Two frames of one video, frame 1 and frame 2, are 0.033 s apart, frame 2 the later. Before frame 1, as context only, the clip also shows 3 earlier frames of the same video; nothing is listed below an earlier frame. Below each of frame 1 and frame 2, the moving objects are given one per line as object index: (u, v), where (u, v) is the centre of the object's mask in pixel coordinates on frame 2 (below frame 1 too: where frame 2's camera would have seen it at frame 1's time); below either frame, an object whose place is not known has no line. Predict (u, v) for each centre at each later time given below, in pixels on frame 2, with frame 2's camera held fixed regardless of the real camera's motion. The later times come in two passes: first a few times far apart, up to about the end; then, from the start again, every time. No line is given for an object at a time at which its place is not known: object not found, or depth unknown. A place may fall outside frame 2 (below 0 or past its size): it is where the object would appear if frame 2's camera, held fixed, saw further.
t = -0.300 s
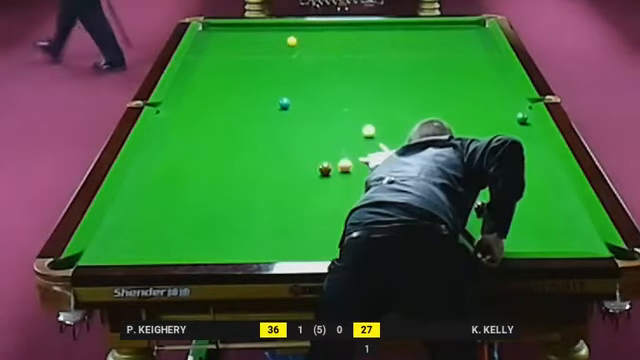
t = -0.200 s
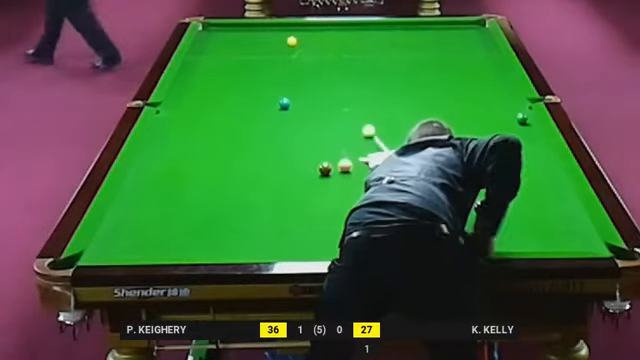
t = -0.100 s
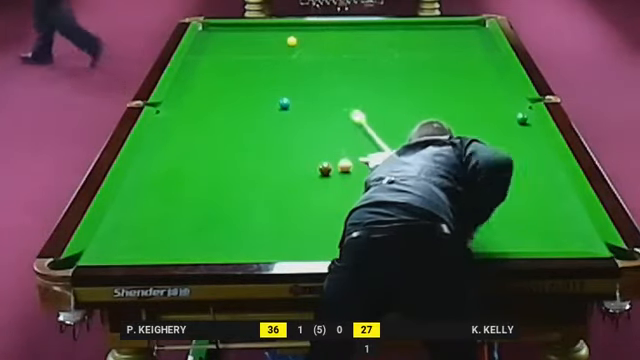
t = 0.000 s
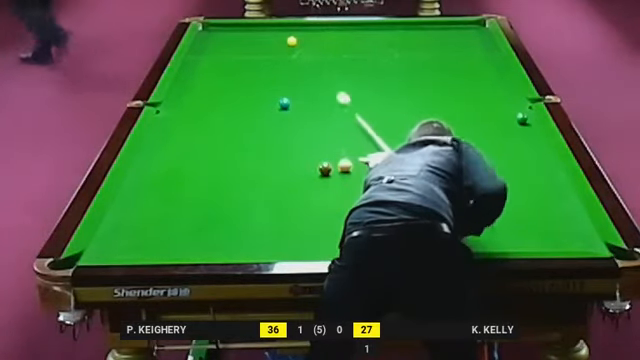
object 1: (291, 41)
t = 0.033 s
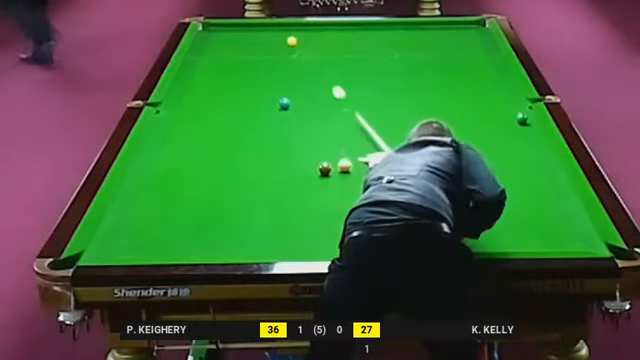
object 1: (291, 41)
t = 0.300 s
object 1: (291, 41)
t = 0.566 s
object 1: (268, 37)
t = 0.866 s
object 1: (222, 28)
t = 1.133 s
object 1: (203, 24)
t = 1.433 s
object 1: (205, 24)
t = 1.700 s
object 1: (206, 26)
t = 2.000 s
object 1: (207, 26)
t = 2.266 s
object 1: (210, 26)
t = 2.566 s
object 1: (211, 26)
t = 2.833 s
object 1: (211, 26)
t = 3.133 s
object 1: (211, 26)
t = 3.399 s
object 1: (211, 26)
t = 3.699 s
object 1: (211, 26)
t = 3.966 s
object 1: (211, 26)
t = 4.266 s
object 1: (211, 26)
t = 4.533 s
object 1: (211, 26)
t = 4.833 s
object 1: (211, 26)
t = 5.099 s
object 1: (211, 26)
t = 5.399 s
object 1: (211, 26)
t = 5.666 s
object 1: (211, 26)
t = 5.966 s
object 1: (212, 26)
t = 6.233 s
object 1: (211, 26)
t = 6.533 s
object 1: (211, 27)
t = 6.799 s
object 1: (211, 27)
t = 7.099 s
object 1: (211, 26)
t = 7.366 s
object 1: (211, 26)
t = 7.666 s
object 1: (211, 26)
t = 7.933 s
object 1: (211, 26)
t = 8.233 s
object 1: (211, 26)
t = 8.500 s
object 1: (211, 26)
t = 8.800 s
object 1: (211, 26)
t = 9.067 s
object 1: (211, 26)
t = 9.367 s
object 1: (211, 26)
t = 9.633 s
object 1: (211, 26)
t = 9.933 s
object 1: (211, 26)
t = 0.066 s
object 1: (291, 41)
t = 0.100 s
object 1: (291, 41)
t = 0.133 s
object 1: (291, 41)
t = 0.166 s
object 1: (291, 41)
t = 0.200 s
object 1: (291, 41)
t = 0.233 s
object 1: (291, 41)
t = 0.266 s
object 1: (291, 41)
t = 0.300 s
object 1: (291, 41)
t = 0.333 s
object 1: (291, 41)
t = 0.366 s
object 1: (291, 41)
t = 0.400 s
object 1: (291, 41)
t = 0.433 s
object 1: (290, 41)
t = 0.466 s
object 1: (289, 40)
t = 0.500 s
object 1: (281, 39)
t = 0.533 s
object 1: (274, 38)
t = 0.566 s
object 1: (268, 37)
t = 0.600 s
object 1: (262, 35)
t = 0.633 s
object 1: (256, 34)
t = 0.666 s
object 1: (251, 34)
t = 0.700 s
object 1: (246, 33)
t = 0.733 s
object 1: (241, 32)
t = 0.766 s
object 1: (237, 31)
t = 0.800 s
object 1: (232, 30)
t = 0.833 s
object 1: (227, 29)
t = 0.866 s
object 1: (222, 28)
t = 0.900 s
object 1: (217, 28)
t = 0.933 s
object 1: (213, 27)
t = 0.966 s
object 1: (208, 26)
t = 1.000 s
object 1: (204, 25)
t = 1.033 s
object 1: (205, 24)
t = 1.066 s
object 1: (207, 23)
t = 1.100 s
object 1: (205, 23)
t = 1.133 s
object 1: (203, 24)
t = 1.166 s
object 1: (203, 24)
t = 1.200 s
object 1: (204, 24)
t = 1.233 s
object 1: (206, 23)
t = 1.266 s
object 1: (207, 23)
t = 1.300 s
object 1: (207, 23)
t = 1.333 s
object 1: (206, 24)
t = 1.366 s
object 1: (206, 24)
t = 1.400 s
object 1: (206, 24)
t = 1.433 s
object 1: (205, 24)
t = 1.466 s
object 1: (205, 24)
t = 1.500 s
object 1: (205, 24)
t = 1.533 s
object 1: (204, 25)
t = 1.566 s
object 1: (204, 25)
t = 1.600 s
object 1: (204, 25)
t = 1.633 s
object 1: (204, 25)
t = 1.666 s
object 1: (205, 25)
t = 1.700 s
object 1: (206, 26)
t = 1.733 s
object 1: (206, 26)
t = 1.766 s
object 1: (206, 26)
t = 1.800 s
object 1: (206, 26)
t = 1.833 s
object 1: (207, 26)
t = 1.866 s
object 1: (207, 26)
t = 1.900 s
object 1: (207, 26)
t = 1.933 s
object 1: (207, 26)
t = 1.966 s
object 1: (207, 26)
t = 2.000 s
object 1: (207, 26)
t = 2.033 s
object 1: (208, 26)
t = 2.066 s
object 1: (208, 26)
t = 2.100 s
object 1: (209, 26)
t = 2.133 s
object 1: (209, 26)
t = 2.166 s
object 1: (209, 26)
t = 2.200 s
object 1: (210, 26)
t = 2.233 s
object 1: (210, 26)
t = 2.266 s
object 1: (210, 26)
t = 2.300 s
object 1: (210, 26)
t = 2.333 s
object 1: (210, 26)
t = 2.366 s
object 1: (210, 26)
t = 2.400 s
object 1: (210, 26)
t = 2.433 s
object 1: (210, 26)
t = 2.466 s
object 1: (211, 26)
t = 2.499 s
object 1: (211, 26)
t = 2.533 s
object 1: (211, 26)
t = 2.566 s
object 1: (211, 26)
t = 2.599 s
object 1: (211, 26)
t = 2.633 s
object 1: (211, 26)
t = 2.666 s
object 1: (211, 26)
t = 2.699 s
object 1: (211, 26)
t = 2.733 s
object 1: (211, 26)
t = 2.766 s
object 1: (211, 26)
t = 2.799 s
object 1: (211, 26)
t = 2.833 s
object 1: (211, 26)
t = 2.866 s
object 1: (211, 26)
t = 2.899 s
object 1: (211, 26)
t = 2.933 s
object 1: (211, 26)
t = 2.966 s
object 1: (211, 26)
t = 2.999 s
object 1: (211, 26)
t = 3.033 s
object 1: (211, 26)
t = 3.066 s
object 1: (211, 26)
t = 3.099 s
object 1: (211, 26)
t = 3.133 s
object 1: (211, 26)
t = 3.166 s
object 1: (211, 26)
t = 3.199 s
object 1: (211, 26)
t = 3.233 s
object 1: (211, 26)
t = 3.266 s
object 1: (211, 26)
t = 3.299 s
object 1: (211, 26)
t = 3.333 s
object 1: (211, 26)
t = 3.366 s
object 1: (211, 26)
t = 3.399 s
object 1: (211, 26)
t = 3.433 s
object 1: (211, 26)
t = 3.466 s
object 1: (211, 26)
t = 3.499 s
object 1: (211, 26)
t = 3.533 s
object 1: (211, 26)
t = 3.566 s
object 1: (211, 26)
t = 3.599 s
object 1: (211, 26)
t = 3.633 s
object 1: (211, 26)
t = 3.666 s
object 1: (211, 26)
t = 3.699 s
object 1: (211, 26)
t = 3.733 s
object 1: (211, 26)
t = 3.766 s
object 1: (211, 26)
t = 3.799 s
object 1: (211, 26)
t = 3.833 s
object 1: (211, 26)
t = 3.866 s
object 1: (211, 26)
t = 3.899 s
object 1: (211, 26)
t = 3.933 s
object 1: (211, 26)
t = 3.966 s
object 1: (211, 26)
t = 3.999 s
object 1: (211, 26)
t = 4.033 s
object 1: (211, 26)
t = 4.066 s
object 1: (211, 26)
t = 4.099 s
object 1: (211, 26)
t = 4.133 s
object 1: (211, 26)
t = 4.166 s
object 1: (211, 26)
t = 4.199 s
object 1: (211, 26)
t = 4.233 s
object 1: (211, 26)
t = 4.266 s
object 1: (211, 26)
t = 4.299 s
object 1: (211, 26)
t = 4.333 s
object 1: (211, 26)
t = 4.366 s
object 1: (211, 26)
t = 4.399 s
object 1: (211, 26)
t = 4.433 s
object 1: (211, 26)
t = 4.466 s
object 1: (211, 26)
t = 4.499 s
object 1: (211, 26)
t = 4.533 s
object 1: (211, 26)
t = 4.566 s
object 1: (211, 26)
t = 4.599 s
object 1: (211, 26)
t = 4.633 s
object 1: (211, 26)
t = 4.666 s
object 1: (211, 26)
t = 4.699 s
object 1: (211, 26)
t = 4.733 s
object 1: (211, 26)
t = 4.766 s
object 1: (211, 26)
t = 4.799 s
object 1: (211, 26)
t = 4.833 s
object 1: (211, 26)
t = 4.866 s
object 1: (211, 26)
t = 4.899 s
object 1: (211, 26)
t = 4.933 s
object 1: (211, 26)
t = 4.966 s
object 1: (211, 26)
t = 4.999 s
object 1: (211, 26)
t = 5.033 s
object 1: (211, 26)
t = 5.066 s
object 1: (211, 26)
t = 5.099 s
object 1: (211, 26)
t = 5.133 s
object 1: (211, 26)
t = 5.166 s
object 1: (211, 26)
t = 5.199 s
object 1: (211, 26)
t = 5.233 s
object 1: (211, 26)
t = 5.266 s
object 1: (211, 26)
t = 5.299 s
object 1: (211, 26)
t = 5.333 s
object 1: (211, 26)
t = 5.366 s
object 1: (211, 26)
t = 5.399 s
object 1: (211, 26)
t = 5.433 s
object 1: (211, 26)
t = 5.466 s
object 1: (211, 26)
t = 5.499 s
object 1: (211, 26)
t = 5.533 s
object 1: (211, 26)
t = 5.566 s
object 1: (211, 26)
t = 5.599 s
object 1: (211, 26)
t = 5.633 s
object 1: (211, 26)
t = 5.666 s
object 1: (211, 26)
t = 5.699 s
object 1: (211, 26)
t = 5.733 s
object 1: (211, 26)
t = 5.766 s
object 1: (211, 26)
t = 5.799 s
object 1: (211, 26)
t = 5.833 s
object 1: (211, 26)
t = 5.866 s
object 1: (211, 26)
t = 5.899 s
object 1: (211, 26)
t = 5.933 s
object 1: (211, 26)
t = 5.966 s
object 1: (212, 26)
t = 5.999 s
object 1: (211, 26)
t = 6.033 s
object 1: (211, 27)
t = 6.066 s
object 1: (211, 27)
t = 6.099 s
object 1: (211, 26)
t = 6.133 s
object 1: (211, 26)
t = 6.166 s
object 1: (211, 26)
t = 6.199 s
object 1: (211, 26)
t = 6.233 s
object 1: (211, 26)
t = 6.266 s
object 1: (211, 26)
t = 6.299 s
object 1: (211, 26)
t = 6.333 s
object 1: (211, 27)
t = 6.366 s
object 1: (211, 26)
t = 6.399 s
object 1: (211, 26)
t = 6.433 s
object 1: (211, 26)
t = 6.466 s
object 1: (211, 27)
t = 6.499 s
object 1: (211, 26)
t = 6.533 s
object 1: (211, 27)
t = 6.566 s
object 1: (211, 27)
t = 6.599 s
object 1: (211, 27)
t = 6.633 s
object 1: (211, 26)
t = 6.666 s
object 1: (211, 27)
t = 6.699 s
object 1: (211, 27)
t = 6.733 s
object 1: (211, 26)
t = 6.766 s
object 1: (211, 26)
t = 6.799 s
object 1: (211, 27)
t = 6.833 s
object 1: (211, 26)
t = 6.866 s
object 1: (211, 27)
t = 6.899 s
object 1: (211, 27)
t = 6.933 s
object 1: (211, 27)
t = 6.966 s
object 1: (211, 26)
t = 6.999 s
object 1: (211, 26)
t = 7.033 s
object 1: (211, 26)
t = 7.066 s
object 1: (211, 26)
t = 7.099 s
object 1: (211, 26)
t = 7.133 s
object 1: (211, 26)
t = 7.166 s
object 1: (211, 26)
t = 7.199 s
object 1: (211, 26)
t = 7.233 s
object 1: (211, 26)
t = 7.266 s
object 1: (211, 26)
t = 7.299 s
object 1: (211, 26)
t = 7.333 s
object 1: (211, 26)
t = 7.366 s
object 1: (211, 26)
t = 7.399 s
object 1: (211, 26)
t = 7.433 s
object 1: (211, 26)
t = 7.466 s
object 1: (211, 26)
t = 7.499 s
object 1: (211, 26)
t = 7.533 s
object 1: (211, 26)
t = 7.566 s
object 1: (211, 26)
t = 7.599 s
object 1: (211, 26)
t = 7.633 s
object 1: (211, 26)
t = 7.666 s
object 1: (211, 26)
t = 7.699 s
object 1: (211, 26)
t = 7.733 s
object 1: (211, 26)
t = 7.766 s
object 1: (211, 26)
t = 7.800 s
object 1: (211, 26)
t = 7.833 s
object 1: (211, 26)
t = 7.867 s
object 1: (211, 26)
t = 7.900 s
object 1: (211, 26)
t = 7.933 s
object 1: (211, 26)
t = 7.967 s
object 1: (211, 26)
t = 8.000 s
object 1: (211, 26)
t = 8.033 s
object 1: (211, 26)
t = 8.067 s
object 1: (211, 26)
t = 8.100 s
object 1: (211, 26)
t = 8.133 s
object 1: (211, 26)
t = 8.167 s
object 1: (211, 26)
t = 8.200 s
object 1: (211, 26)
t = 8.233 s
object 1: (211, 26)
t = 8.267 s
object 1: (211, 26)
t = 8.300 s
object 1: (211, 26)
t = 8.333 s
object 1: (211, 26)
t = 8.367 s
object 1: (211, 26)
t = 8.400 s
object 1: (211, 26)
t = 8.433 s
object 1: (211, 26)
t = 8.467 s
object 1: (211, 26)
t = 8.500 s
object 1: (211, 26)
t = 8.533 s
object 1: (211, 26)
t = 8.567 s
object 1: (211, 26)
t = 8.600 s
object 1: (211, 26)
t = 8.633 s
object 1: (211, 26)
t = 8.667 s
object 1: (211, 26)
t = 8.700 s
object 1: (211, 26)
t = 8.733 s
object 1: (211, 26)
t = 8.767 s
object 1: (211, 26)
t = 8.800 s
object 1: (211, 26)
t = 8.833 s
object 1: (211, 26)
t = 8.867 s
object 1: (211, 26)
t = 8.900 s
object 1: (211, 26)
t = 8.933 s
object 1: (211, 26)
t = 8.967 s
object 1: (211, 26)
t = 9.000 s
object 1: (211, 26)
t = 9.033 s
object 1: (211, 26)
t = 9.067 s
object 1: (211, 26)
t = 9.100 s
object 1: (211, 26)
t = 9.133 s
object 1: (211, 26)
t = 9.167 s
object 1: (211, 26)
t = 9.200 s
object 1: (211, 26)
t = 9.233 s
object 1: (211, 26)
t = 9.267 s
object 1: (211, 26)
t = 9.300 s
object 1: (211, 26)
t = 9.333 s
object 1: (211, 26)
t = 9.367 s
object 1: (211, 26)
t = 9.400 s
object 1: (211, 26)
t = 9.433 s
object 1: (211, 26)
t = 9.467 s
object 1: (211, 26)
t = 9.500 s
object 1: (211, 26)
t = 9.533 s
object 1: (211, 26)
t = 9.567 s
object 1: (211, 26)
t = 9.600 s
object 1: (211, 26)
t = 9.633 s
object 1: (211, 26)
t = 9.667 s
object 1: (211, 26)
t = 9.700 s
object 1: (211, 26)
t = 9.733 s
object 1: (211, 26)
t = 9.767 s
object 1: (211, 26)
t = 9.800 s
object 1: (211, 26)
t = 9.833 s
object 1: (211, 26)
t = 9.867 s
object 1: (211, 26)
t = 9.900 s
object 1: (211, 26)
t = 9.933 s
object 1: (211, 26)
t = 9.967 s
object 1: (211, 26)
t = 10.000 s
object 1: (211, 26)
